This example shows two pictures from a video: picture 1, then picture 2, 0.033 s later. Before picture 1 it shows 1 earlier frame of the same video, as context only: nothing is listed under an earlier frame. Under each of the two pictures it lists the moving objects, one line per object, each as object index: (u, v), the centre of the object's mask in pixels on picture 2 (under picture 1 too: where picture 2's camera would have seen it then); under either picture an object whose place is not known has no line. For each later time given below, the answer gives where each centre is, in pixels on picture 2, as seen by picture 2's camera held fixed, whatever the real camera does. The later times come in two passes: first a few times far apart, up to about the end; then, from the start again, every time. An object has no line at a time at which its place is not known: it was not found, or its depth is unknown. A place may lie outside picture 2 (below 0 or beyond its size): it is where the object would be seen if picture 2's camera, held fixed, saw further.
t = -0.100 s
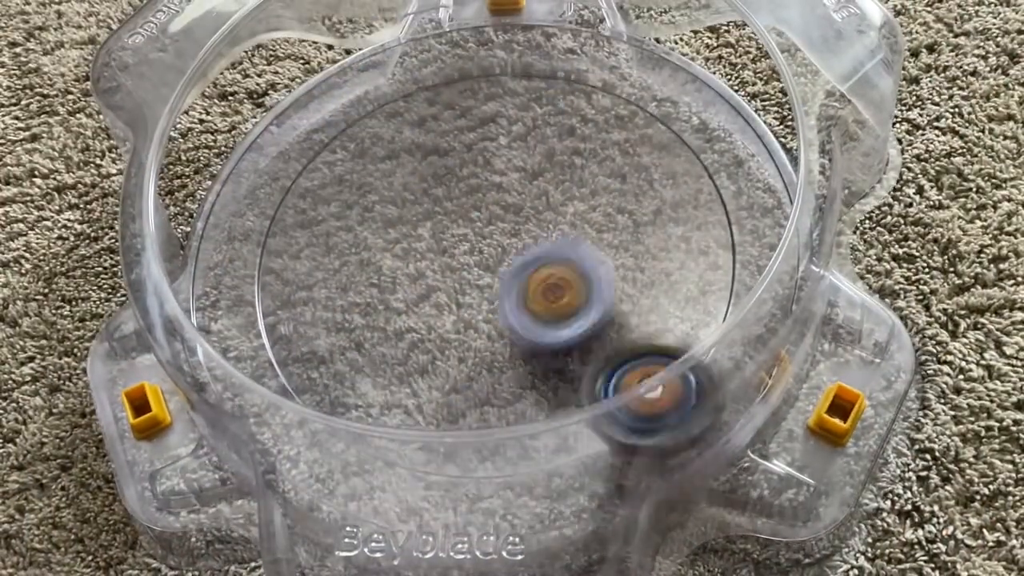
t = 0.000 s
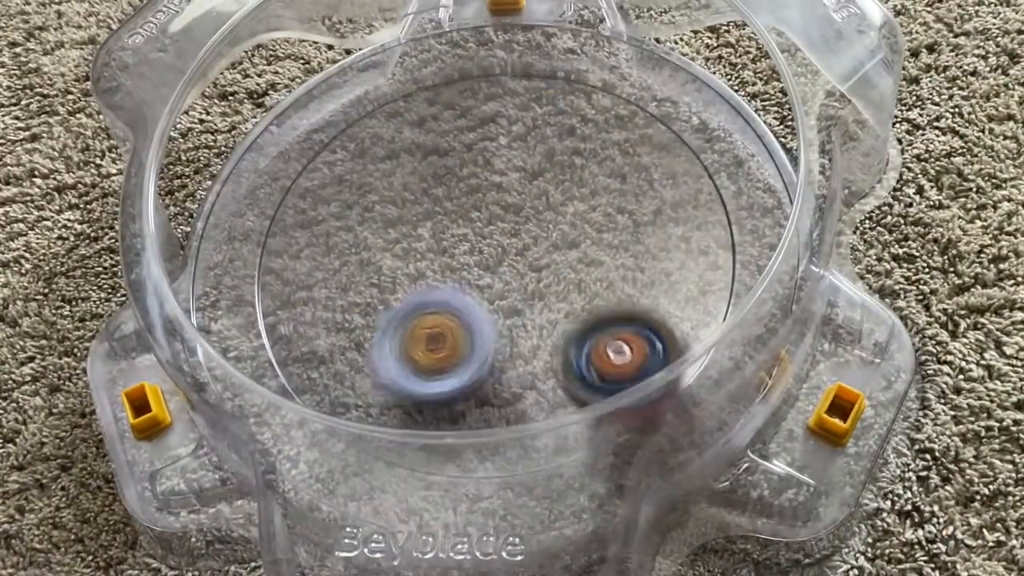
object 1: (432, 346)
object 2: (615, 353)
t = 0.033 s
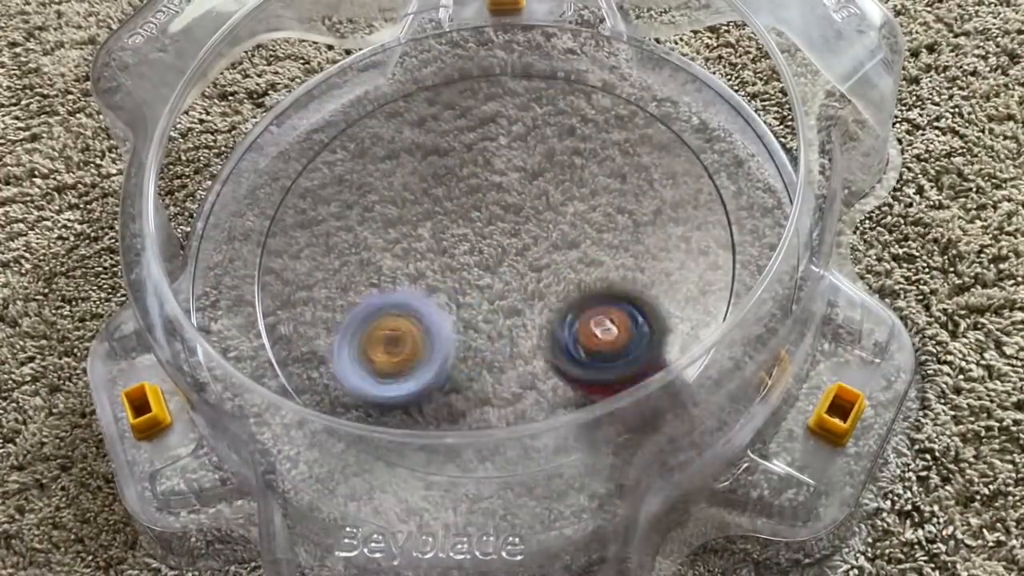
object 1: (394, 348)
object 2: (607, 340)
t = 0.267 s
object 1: (245, 218)
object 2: (397, 255)
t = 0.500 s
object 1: (282, 50)
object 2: (525, 322)
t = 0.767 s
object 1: (205, 115)
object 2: (469, 238)
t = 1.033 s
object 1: (252, 91)
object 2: (373, 370)
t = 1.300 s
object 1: (253, 100)
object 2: (686, 250)
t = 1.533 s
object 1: (253, 101)
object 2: (445, 59)
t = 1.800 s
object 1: (253, 101)
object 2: (405, 397)
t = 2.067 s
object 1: (253, 101)
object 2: (688, 130)
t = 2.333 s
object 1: (252, 101)
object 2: (265, 221)
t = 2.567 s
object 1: (252, 101)
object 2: (565, 425)
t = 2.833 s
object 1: (252, 101)
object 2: (582, 63)
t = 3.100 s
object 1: (252, 101)
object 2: (258, 245)
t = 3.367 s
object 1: (252, 101)
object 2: (618, 396)
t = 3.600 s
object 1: (252, 101)
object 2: (614, 77)
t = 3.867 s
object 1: (252, 101)
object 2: (297, 177)
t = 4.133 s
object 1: (252, 101)
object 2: (487, 435)
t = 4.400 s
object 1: (252, 101)
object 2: (686, 134)
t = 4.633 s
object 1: (252, 101)
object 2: (397, 89)
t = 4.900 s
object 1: (252, 101)
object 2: (308, 360)
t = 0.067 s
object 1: (355, 344)
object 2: (584, 314)
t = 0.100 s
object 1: (323, 333)
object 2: (556, 296)
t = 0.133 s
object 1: (296, 315)
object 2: (520, 280)
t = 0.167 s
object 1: (275, 298)
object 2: (484, 269)
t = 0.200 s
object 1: (261, 274)
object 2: (446, 258)
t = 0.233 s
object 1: (261, 252)
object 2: (406, 253)
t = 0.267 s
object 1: (245, 218)
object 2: (397, 255)
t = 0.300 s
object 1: (215, 172)
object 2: (420, 264)
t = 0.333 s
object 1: (212, 139)
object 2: (447, 276)
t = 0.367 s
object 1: (213, 121)
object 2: (467, 286)
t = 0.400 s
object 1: (218, 98)
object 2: (483, 299)
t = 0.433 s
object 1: (242, 80)
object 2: (496, 311)
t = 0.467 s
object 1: (269, 65)
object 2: (512, 320)
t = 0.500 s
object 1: (282, 50)
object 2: (525, 322)
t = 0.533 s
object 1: (286, 54)
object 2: (540, 315)
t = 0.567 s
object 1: (266, 53)
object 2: (550, 303)
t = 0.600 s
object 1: (253, 62)
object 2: (554, 287)
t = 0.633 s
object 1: (248, 75)
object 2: (550, 271)
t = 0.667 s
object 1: (238, 85)
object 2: (538, 256)
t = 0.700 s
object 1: (225, 96)
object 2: (520, 245)
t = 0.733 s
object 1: (213, 104)
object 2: (494, 240)
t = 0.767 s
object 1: (205, 115)
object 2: (469, 238)
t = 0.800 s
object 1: (197, 134)
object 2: (444, 244)
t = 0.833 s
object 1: (186, 160)
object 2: (416, 255)
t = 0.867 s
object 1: (176, 174)
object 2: (393, 267)
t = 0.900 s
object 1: (198, 140)
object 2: (375, 283)
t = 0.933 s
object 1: (221, 125)
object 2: (361, 303)
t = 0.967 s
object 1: (234, 113)
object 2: (356, 323)
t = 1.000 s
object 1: (243, 103)
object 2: (358, 350)
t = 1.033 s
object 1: (252, 91)
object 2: (373, 370)
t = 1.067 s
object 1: (256, 91)
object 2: (403, 384)
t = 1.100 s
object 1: (258, 93)
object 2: (439, 393)
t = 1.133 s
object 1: (257, 97)
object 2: (486, 393)
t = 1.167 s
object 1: (254, 100)
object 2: (536, 384)
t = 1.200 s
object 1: (252, 101)
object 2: (584, 365)
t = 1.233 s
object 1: (253, 101)
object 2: (630, 336)
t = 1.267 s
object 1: (253, 101)
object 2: (666, 299)
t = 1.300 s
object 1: (253, 100)
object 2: (686, 250)
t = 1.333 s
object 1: (253, 100)
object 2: (691, 201)
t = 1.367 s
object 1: (253, 100)
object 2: (679, 156)
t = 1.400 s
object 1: (253, 100)
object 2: (655, 108)
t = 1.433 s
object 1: (253, 100)
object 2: (619, 71)
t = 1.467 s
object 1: (253, 100)
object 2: (566, 55)
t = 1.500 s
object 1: (253, 100)
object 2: (510, 46)
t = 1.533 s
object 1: (253, 101)
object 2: (445, 59)
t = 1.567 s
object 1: (253, 100)
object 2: (386, 83)
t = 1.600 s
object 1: (252, 101)
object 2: (329, 119)
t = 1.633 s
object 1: (253, 100)
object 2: (287, 166)
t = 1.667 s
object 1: (253, 101)
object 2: (265, 226)
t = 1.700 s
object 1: (253, 101)
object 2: (263, 286)
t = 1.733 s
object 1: (253, 101)
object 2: (293, 346)
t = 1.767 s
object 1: (253, 101)
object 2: (340, 376)
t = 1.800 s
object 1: (253, 101)
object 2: (405, 397)
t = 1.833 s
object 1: (253, 101)
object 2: (473, 431)
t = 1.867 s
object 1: (252, 101)
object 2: (546, 424)
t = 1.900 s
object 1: (253, 101)
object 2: (616, 396)
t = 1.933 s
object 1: (253, 101)
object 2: (677, 353)
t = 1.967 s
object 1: (253, 101)
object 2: (697, 288)
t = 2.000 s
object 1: (253, 101)
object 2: (720, 237)
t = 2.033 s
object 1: (253, 101)
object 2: (719, 182)
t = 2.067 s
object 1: (253, 101)
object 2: (688, 130)
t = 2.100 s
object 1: (253, 101)
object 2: (644, 90)
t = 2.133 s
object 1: (253, 101)
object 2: (586, 64)
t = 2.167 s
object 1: (252, 101)
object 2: (525, 55)
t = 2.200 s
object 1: (252, 101)
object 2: (458, 59)
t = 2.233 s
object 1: (252, 101)
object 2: (394, 79)
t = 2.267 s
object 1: (251, 102)
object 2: (335, 115)
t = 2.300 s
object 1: (253, 100)
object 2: (291, 160)
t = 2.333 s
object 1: (252, 101)
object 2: (265, 221)
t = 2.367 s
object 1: (252, 101)
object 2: (260, 272)
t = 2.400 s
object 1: (252, 101)
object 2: (274, 325)
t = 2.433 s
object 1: (252, 101)
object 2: (314, 364)
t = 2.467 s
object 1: (252, 101)
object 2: (368, 392)
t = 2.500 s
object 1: (252, 101)
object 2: (423, 427)
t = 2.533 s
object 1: (252, 101)
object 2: (495, 437)
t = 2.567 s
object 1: (252, 101)
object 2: (565, 425)
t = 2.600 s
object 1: (252, 101)
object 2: (626, 387)
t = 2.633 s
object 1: (252, 101)
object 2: (680, 343)
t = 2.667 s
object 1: (252, 101)
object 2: (701, 281)
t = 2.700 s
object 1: (252, 101)
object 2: (722, 233)
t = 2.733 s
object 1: (252, 101)
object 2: (711, 174)
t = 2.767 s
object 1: (252, 101)
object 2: (683, 124)
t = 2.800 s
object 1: (252, 101)
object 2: (636, 84)
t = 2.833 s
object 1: (252, 101)
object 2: (582, 63)
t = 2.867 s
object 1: (252, 101)
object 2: (524, 55)
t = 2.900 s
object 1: (252, 101)
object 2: (464, 58)
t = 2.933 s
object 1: (252, 101)
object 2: (412, 71)
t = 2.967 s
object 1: (252, 101)
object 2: (362, 94)
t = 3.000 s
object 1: (249, 101)
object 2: (319, 123)
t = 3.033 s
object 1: (253, 99)
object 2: (288, 160)
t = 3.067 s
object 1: (252, 101)
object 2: (268, 204)
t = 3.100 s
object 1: (252, 101)
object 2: (258, 245)
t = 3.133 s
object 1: (252, 101)
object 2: (262, 290)
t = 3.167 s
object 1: (252, 101)
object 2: (283, 333)
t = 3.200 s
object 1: (252, 101)
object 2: (319, 364)
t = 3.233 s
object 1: (252, 101)
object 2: (367, 388)
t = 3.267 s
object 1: (252, 101)
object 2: (421, 427)
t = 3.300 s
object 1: (252, 101)
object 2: (483, 438)
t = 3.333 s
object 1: (252, 101)
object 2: (552, 426)
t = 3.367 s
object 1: (252, 101)
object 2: (618, 396)
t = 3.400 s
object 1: (252, 101)
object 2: (675, 350)
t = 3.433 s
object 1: (252, 101)
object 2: (695, 291)
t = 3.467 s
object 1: (252, 101)
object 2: (717, 247)
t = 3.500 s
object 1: (252, 101)
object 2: (714, 190)
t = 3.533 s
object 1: (252, 101)
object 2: (691, 141)
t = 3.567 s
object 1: (252, 101)
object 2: (658, 101)
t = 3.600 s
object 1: (252, 101)
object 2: (614, 77)
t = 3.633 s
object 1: (252, 101)
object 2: (568, 61)
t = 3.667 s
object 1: (252, 101)
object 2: (523, 55)
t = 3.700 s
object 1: (252, 101)
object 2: (478, 57)
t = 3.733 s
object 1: (252, 101)
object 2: (434, 66)
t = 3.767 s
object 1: (252, 101)
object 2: (392, 83)
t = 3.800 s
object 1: (252, 101)
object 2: (355, 109)
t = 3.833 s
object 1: (252, 101)
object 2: (318, 140)
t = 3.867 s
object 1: (252, 101)
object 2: (297, 177)
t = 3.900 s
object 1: (252, 101)
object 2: (280, 218)
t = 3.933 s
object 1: (252, 101)
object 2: (273, 262)
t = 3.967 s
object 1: (252, 101)
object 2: (279, 303)
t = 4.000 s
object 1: (252, 101)
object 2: (300, 344)
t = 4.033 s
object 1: (252, 101)
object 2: (336, 372)
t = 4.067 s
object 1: (252, 101)
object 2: (375, 392)
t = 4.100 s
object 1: (252, 101)
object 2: (423, 434)
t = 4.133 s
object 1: (252, 101)
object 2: (487, 435)
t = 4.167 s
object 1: (252, 101)
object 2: (551, 424)
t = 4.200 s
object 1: (252, 101)
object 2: (613, 395)
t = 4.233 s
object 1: (252, 101)
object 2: (664, 357)
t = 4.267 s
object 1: (252, 101)
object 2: (687, 301)
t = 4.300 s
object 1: (252, 101)
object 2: (710, 262)
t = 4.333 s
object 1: (252, 101)
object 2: (720, 216)
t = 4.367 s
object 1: (252, 101)
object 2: (708, 173)
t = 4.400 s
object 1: (252, 101)
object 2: (686, 134)
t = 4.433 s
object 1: (252, 101)
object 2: (653, 105)
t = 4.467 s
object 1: (252, 101)
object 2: (616, 85)
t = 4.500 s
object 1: (252, 101)
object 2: (571, 71)
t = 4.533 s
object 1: (252, 101)
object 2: (526, 65)
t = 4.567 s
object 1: (252, 101)
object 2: (482, 67)
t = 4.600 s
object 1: (252, 101)
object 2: (438, 76)
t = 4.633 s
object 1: (252, 101)
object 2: (397, 89)
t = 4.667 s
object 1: (252, 101)
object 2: (359, 113)
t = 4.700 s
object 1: (252, 101)
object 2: (325, 140)
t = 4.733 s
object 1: (252, 101)
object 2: (296, 170)
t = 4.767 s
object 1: (252, 101)
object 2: (275, 211)
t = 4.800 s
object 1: (252, 101)
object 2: (263, 251)
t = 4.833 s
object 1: (252, 101)
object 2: (260, 290)
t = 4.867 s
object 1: (252, 101)
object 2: (274, 329)
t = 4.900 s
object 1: (252, 101)
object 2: (308, 360)
